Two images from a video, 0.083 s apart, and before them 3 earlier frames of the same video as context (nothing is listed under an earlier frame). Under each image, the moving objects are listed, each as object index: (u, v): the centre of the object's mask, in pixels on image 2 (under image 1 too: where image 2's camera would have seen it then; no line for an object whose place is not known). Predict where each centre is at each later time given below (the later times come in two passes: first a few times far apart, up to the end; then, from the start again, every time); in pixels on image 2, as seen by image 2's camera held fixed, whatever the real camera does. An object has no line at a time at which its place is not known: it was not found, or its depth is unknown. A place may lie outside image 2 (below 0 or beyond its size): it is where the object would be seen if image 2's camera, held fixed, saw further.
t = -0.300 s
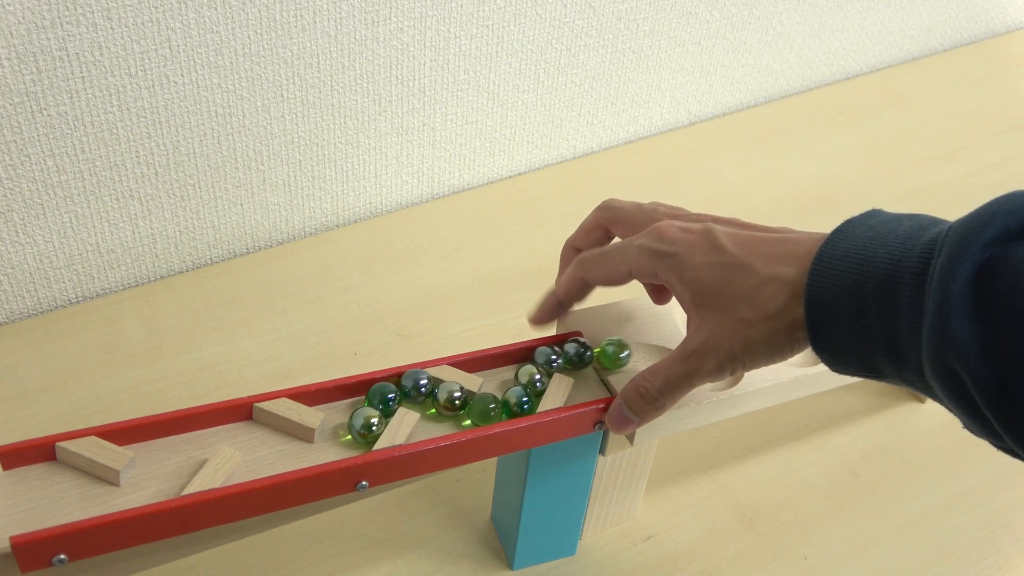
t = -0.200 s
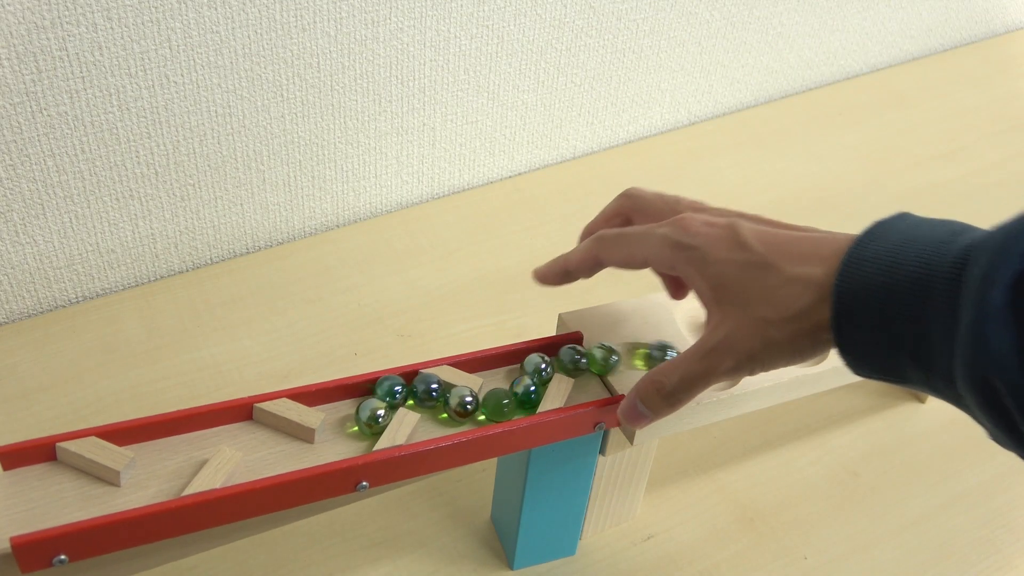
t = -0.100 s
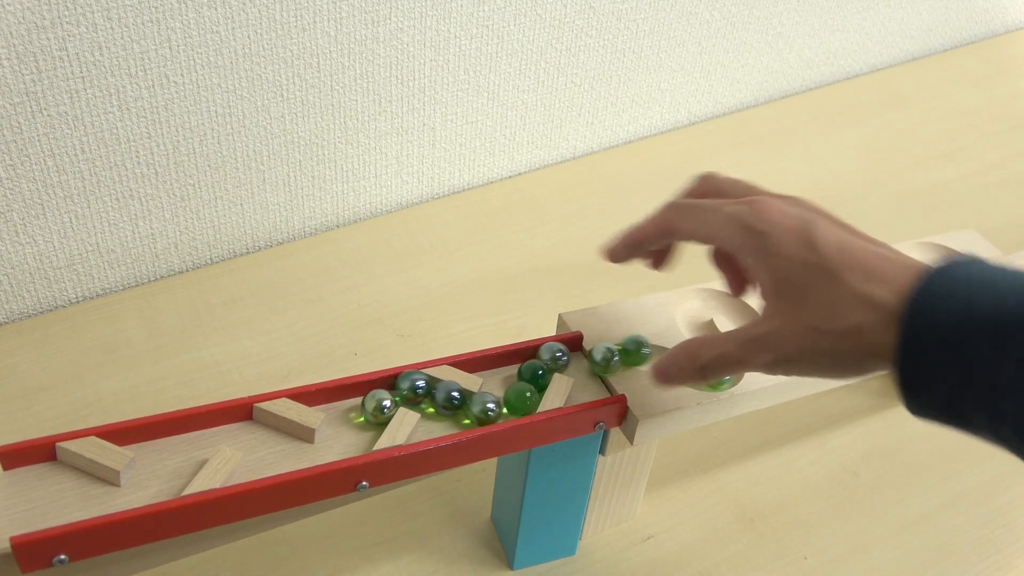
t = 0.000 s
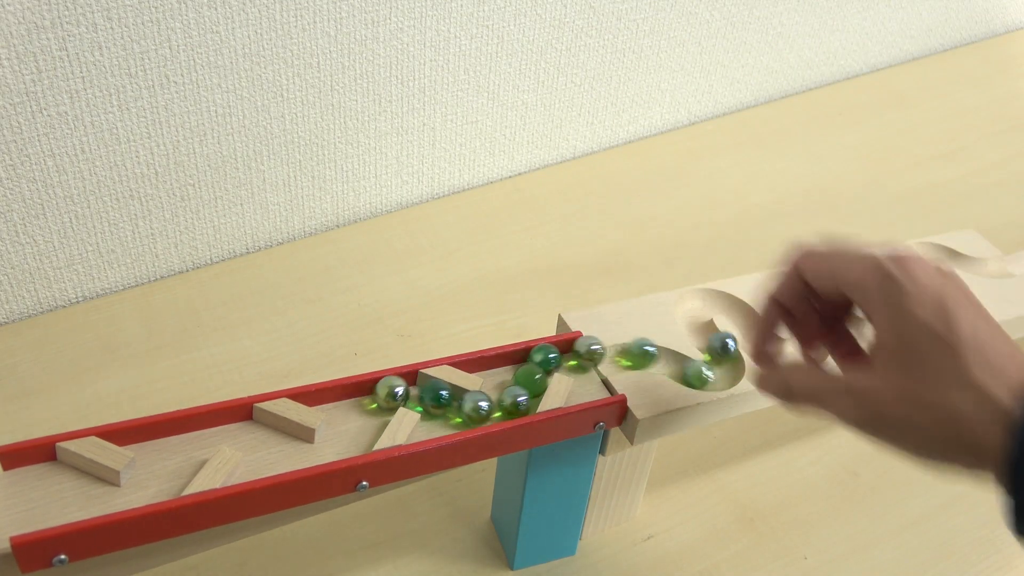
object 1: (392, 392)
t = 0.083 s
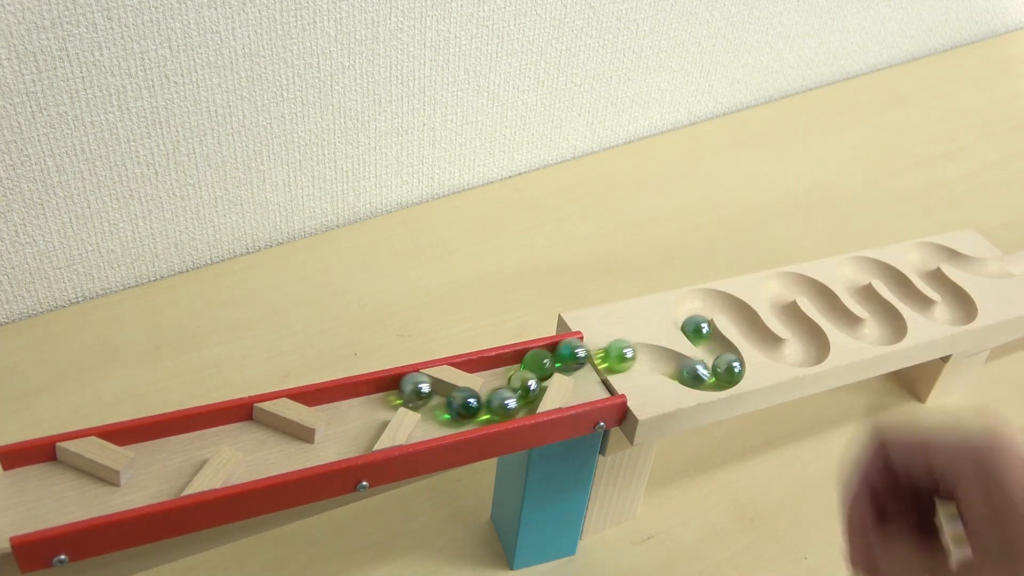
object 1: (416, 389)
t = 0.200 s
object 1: (456, 401)
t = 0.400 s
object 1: (526, 389)
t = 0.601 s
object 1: (572, 354)
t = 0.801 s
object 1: (659, 354)
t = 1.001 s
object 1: (725, 355)
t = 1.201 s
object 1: (693, 318)
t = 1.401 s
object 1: (732, 309)
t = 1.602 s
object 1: (793, 354)
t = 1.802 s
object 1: (785, 312)
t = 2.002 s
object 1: (796, 285)
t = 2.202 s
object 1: (866, 331)
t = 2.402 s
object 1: (862, 293)
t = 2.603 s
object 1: (883, 271)
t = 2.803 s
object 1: (950, 314)
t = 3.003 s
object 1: (930, 274)
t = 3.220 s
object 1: (957, 255)
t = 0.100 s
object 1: (421, 390)
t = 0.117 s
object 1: (426, 392)
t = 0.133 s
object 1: (431, 393)
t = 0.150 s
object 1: (436, 395)
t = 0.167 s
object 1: (443, 397)
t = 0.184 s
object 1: (450, 399)
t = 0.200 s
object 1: (456, 401)
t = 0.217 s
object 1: (463, 403)
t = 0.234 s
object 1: (470, 406)
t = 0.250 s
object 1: (477, 409)
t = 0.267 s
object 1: (485, 409)
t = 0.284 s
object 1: (489, 406)
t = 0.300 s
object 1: (492, 405)
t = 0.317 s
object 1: (497, 402)
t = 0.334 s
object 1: (503, 400)
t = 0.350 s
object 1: (509, 397)
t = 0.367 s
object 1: (516, 393)
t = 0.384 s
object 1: (523, 391)
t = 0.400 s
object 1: (526, 389)
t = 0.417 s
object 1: (526, 384)
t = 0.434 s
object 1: (528, 379)
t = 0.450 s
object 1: (530, 374)
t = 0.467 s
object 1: (531, 370)
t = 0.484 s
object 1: (533, 365)
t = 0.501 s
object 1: (538, 360)
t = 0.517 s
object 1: (543, 360)
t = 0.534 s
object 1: (549, 358)
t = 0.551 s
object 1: (554, 358)
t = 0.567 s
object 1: (560, 358)
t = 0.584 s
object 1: (565, 355)
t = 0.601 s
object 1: (572, 354)
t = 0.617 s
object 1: (577, 353)
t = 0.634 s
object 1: (585, 352)
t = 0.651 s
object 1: (591, 352)
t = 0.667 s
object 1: (597, 354)
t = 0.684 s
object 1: (604, 357)
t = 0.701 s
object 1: (613, 357)
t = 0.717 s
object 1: (621, 355)
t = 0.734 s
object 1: (626, 353)
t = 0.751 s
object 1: (633, 351)
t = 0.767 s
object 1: (642, 349)
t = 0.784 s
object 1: (651, 350)
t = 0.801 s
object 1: (659, 354)
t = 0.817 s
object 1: (670, 360)
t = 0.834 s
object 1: (680, 367)
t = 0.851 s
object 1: (692, 373)
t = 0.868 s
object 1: (703, 377)
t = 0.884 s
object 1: (713, 376)
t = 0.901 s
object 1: (721, 374)
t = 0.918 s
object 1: (726, 372)
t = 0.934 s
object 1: (727, 370)
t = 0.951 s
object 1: (727, 366)
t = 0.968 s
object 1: (727, 362)
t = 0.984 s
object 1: (727, 358)
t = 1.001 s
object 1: (725, 355)
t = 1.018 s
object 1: (721, 352)
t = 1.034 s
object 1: (718, 349)
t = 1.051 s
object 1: (715, 345)
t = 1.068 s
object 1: (711, 341)
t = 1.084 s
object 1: (708, 339)
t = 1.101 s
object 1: (705, 336)
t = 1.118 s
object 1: (703, 334)
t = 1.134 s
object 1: (700, 331)
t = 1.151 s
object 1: (698, 328)
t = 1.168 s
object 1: (697, 325)
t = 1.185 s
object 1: (695, 322)
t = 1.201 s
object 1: (693, 318)
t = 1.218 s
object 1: (691, 315)
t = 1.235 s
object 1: (691, 313)
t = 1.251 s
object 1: (691, 311)
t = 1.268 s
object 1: (692, 308)
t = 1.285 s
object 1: (694, 306)
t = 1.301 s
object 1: (696, 304)
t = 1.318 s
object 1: (701, 302)
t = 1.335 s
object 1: (705, 302)
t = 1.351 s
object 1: (709, 301)
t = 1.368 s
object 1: (717, 303)
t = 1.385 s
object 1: (724, 305)
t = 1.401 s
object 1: (732, 309)
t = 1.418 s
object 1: (741, 313)
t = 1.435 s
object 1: (745, 318)
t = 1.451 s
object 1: (748, 322)
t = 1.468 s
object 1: (749, 327)
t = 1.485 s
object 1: (752, 331)
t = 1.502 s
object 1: (755, 334)
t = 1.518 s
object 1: (760, 338)
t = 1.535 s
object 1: (765, 342)
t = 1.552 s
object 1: (771, 345)
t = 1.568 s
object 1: (778, 348)
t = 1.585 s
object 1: (787, 352)
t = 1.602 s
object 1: (793, 354)
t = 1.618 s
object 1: (800, 354)
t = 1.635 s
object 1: (804, 353)
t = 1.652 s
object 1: (807, 352)
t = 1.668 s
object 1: (809, 349)
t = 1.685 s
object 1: (812, 345)
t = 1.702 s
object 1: (813, 340)
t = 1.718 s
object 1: (813, 333)
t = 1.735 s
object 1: (809, 329)
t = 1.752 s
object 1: (802, 325)
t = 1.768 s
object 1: (796, 321)
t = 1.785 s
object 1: (790, 316)
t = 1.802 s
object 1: (785, 312)
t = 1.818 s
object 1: (783, 309)
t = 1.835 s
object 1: (781, 306)
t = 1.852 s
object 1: (780, 304)
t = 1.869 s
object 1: (779, 300)
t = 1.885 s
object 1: (776, 295)
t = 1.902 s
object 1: (773, 290)
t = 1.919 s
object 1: (774, 286)
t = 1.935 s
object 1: (776, 285)
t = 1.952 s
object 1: (779, 285)
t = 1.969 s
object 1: (783, 285)
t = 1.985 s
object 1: (789, 285)
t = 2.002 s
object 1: (796, 285)
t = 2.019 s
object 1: (803, 286)
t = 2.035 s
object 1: (811, 288)
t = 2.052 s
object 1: (819, 293)
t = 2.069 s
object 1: (824, 298)
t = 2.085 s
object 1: (827, 303)
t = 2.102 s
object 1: (830, 307)
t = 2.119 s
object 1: (834, 311)
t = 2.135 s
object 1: (838, 316)
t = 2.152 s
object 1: (844, 320)
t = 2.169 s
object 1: (852, 324)
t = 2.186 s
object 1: (859, 328)
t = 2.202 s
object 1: (866, 331)
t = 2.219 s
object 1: (873, 332)
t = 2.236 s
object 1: (881, 333)
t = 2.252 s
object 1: (885, 332)
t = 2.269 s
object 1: (888, 330)
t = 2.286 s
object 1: (890, 328)
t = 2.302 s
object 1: (891, 322)
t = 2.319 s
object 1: (890, 317)
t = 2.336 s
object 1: (887, 312)
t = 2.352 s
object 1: (881, 307)
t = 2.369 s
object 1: (874, 302)
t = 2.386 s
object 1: (867, 297)
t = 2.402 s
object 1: (862, 293)
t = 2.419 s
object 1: (858, 288)
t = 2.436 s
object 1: (856, 286)
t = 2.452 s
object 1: (855, 283)
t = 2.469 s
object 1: (853, 279)
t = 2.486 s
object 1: (852, 275)
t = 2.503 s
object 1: (851, 270)
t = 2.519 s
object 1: (852, 267)
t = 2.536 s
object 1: (855, 266)
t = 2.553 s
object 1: (860, 268)
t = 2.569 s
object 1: (867, 269)
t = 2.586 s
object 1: (875, 270)
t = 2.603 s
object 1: (883, 271)
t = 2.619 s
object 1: (893, 275)
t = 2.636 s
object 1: (898, 280)
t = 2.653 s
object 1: (901, 284)
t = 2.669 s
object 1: (903, 288)
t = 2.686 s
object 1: (906, 292)
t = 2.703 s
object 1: (910, 295)
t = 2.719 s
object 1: (916, 299)
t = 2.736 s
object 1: (922, 303)
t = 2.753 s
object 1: (928, 307)
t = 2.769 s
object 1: (936, 310)
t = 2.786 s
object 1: (943, 313)
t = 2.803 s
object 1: (950, 314)
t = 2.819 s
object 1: (954, 314)
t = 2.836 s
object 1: (957, 313)
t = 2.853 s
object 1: (959, 311)
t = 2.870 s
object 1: (960, 308)
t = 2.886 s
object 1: (961, 304)
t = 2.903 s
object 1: (960, 298)
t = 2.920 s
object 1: (957, 293)
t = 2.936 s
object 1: (952, 289)
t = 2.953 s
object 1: (947, 285)
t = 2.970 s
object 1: (939, 281)
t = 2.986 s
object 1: (935, 278)
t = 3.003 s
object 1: (930, 274)
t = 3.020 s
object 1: (928, 271)
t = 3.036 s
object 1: (926, 269)
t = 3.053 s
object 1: (925, 266)
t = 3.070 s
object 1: (923, 262)
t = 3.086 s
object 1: (920, 258)
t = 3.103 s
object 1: (920, 254)
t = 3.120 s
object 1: (921, 252)
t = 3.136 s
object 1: (923, 253)
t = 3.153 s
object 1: (928, 254)
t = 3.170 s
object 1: (934, 254)
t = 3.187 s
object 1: (940, 254)
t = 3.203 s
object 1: (948, 254)
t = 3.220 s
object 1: (957, 255)
